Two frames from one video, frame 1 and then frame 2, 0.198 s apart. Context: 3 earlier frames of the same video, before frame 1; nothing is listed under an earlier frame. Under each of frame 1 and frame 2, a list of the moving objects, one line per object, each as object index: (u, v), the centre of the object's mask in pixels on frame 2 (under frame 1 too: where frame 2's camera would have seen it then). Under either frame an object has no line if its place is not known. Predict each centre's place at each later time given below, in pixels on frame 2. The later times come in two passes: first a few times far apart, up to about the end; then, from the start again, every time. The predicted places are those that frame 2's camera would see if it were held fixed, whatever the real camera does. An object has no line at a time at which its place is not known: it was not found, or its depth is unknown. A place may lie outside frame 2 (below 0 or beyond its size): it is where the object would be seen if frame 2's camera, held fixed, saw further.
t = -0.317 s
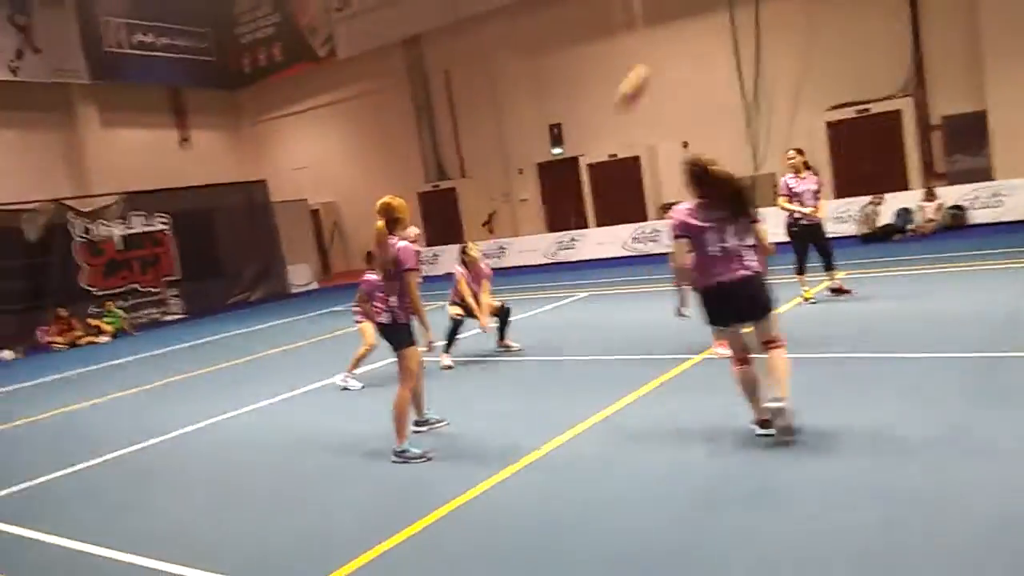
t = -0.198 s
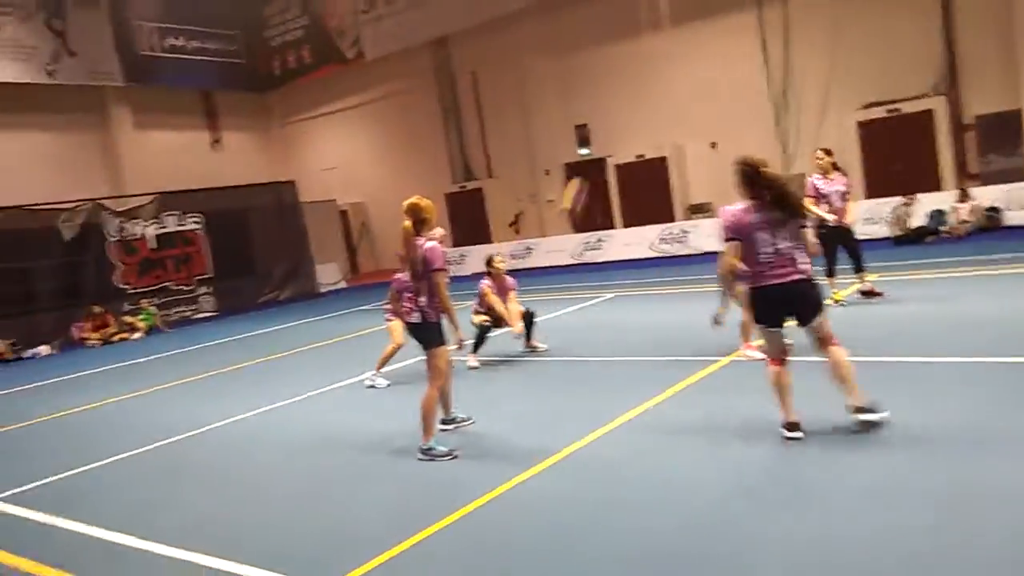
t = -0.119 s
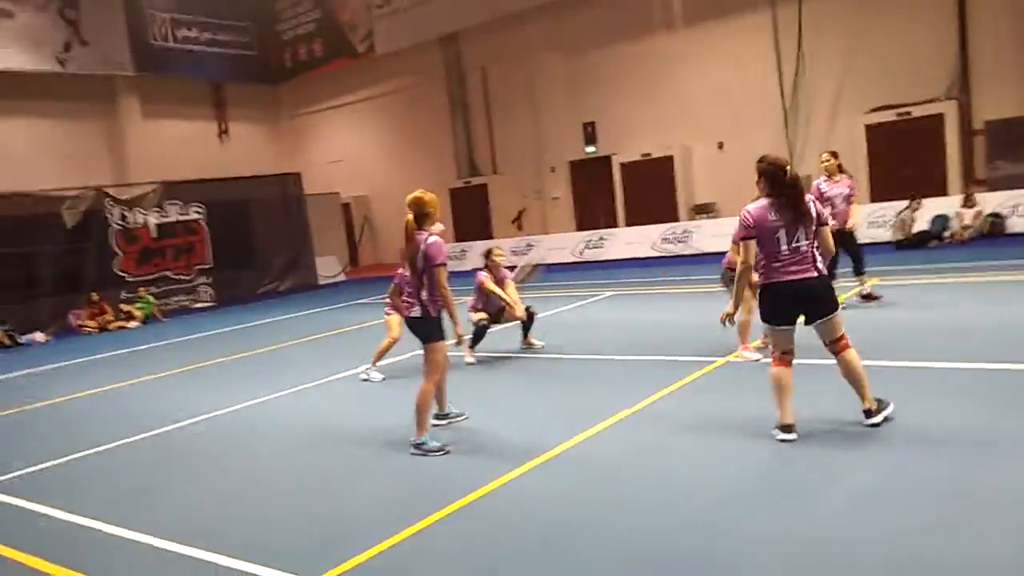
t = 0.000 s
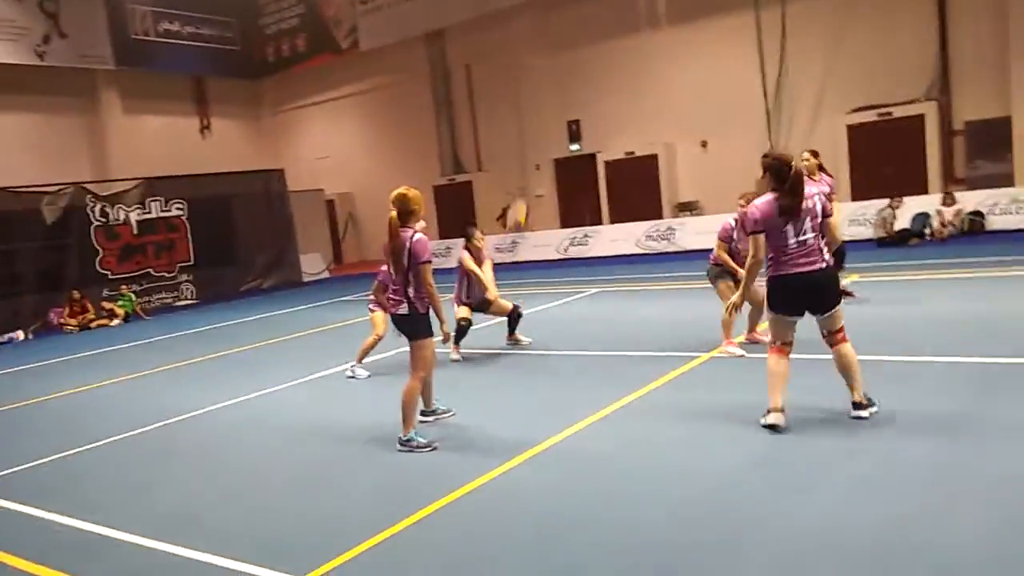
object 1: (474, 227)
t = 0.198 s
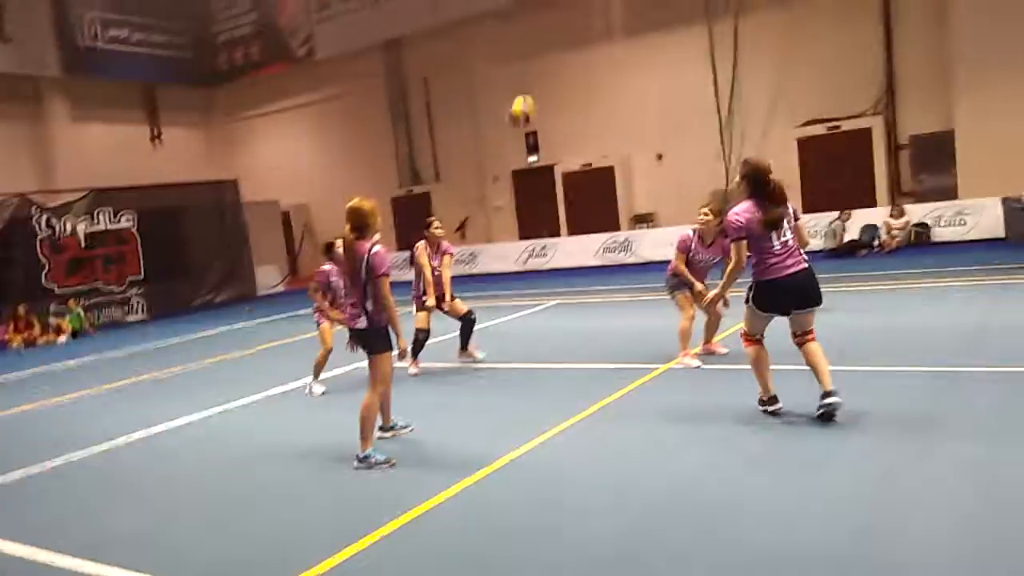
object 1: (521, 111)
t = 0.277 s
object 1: (543, 71)
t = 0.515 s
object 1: (615, -14)
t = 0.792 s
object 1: (731, -17)
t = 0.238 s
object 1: (532, 90)
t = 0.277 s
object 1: (543, 71)
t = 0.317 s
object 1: (555, 53)
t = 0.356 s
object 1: (568, 36)
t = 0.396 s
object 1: (578, 21)
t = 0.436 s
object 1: (590, 5)
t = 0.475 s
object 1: (601, -5)
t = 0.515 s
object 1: (615, -14)
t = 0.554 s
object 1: (628, -20)
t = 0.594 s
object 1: (642, -25)
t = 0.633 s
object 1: (658, -28)
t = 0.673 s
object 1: (675, -30)
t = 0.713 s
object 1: (693, -27)
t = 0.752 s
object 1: (712, -24)
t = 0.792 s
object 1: (731, -17)
